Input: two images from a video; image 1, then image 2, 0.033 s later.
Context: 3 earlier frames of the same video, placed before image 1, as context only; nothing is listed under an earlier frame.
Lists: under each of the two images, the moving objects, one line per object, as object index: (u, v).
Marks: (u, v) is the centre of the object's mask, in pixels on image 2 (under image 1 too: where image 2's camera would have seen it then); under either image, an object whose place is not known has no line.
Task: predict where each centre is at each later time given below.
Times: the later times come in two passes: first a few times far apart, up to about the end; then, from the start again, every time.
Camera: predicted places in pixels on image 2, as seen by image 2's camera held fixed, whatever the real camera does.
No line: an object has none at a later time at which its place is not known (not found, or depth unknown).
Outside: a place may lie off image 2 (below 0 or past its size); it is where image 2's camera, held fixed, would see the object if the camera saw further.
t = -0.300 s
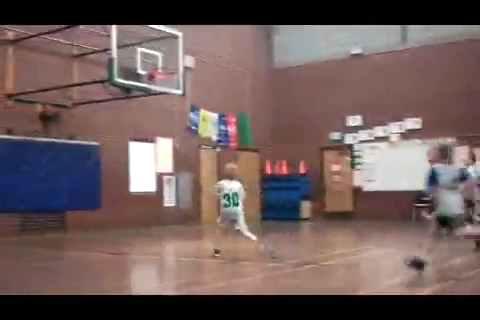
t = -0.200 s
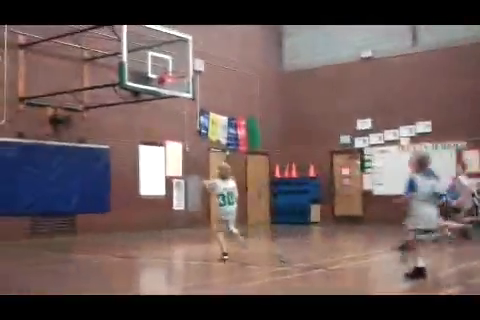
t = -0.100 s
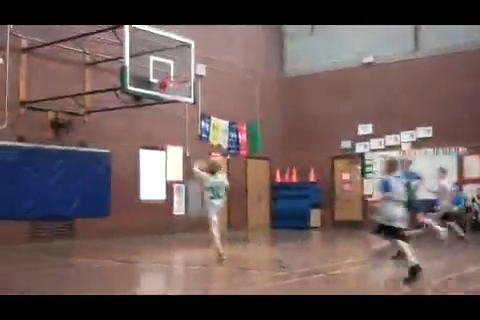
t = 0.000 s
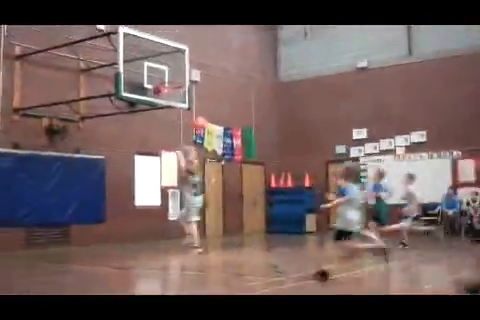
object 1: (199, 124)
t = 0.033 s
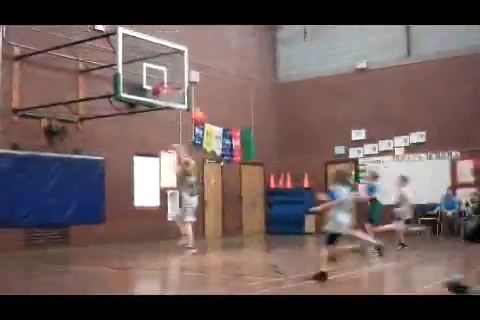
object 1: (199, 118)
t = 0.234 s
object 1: (182, 83)
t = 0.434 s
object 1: (168, 74)
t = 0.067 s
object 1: (196, 109)
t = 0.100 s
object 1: (192, 103)
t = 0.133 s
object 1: (187, 97)
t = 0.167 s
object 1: (184, 90)
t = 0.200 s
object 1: (183, 87)
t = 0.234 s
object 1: (182, 83)
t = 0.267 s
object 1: (179, 80)
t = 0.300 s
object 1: (177, 78)
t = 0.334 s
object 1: (176, 78)
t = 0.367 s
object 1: (175, 78)
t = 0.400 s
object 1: (169, 74)
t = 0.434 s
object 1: (168, 74)
